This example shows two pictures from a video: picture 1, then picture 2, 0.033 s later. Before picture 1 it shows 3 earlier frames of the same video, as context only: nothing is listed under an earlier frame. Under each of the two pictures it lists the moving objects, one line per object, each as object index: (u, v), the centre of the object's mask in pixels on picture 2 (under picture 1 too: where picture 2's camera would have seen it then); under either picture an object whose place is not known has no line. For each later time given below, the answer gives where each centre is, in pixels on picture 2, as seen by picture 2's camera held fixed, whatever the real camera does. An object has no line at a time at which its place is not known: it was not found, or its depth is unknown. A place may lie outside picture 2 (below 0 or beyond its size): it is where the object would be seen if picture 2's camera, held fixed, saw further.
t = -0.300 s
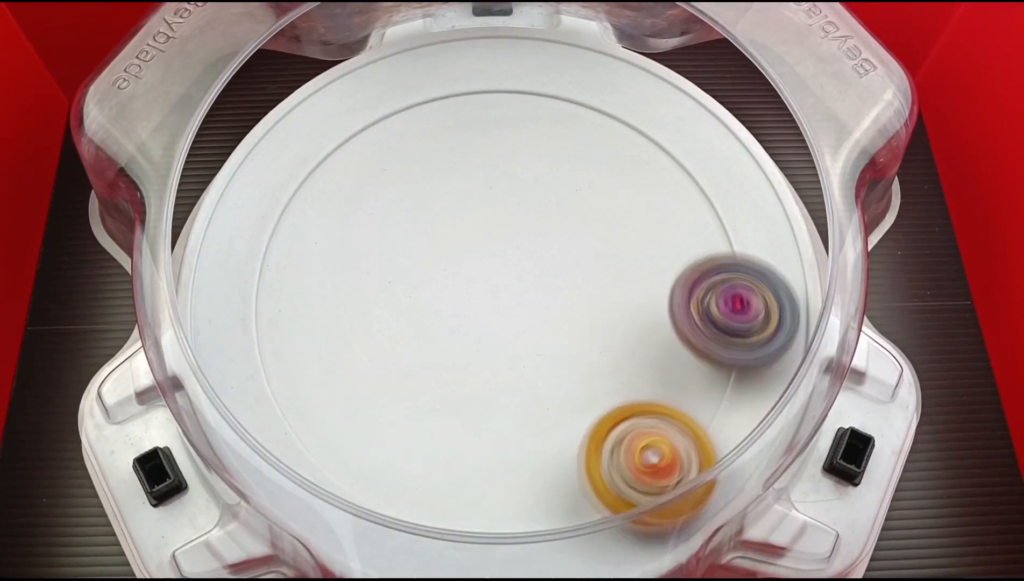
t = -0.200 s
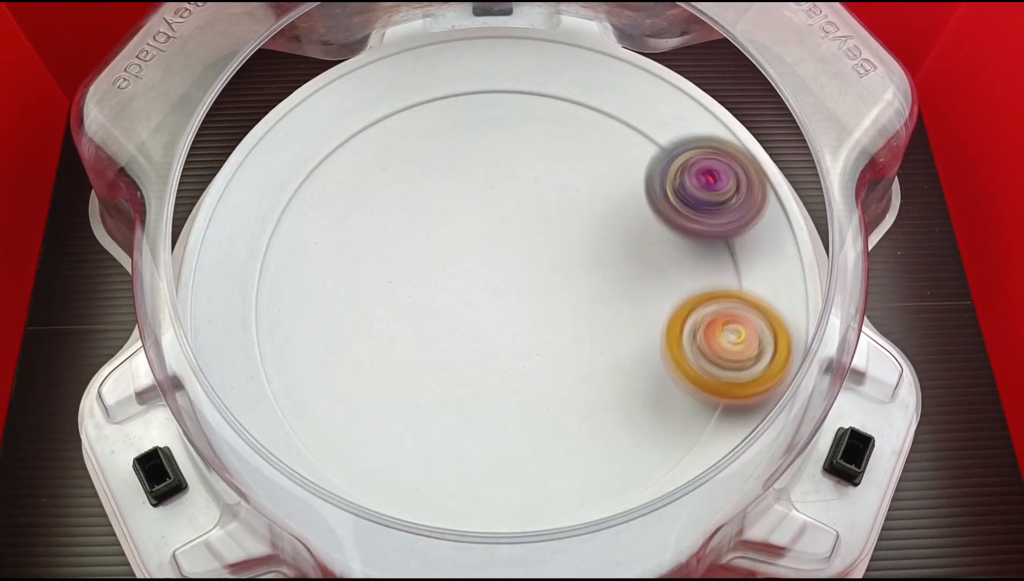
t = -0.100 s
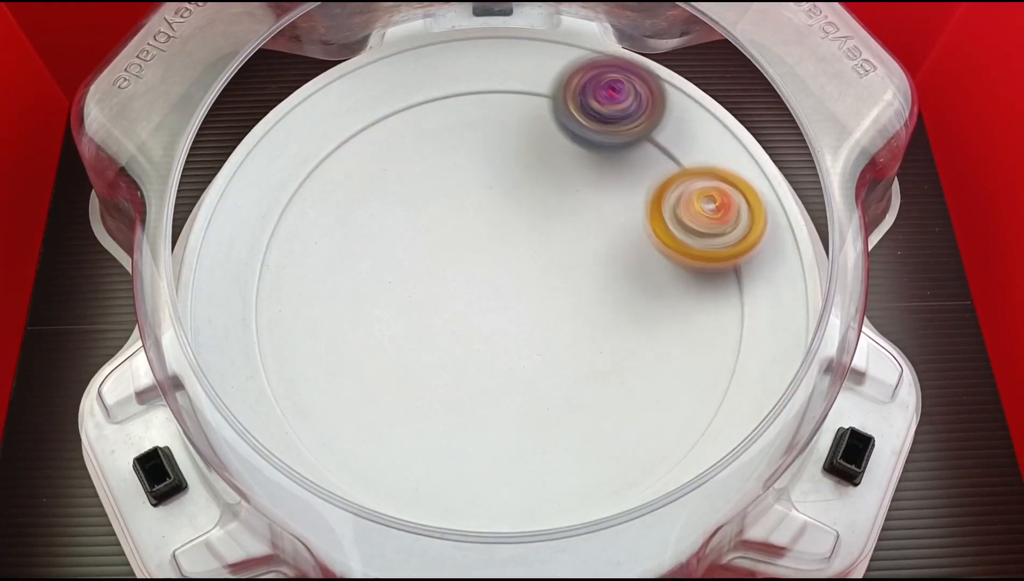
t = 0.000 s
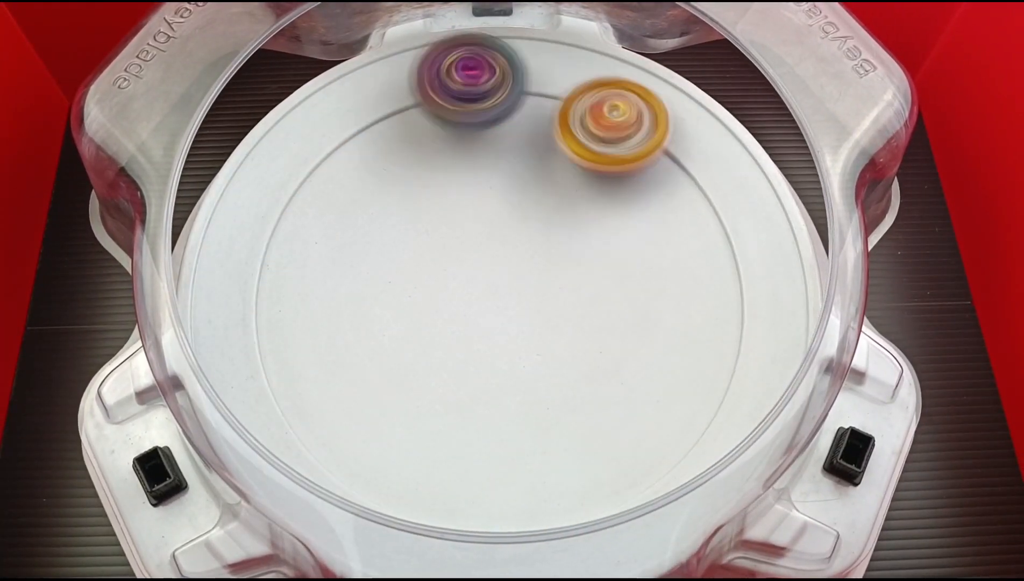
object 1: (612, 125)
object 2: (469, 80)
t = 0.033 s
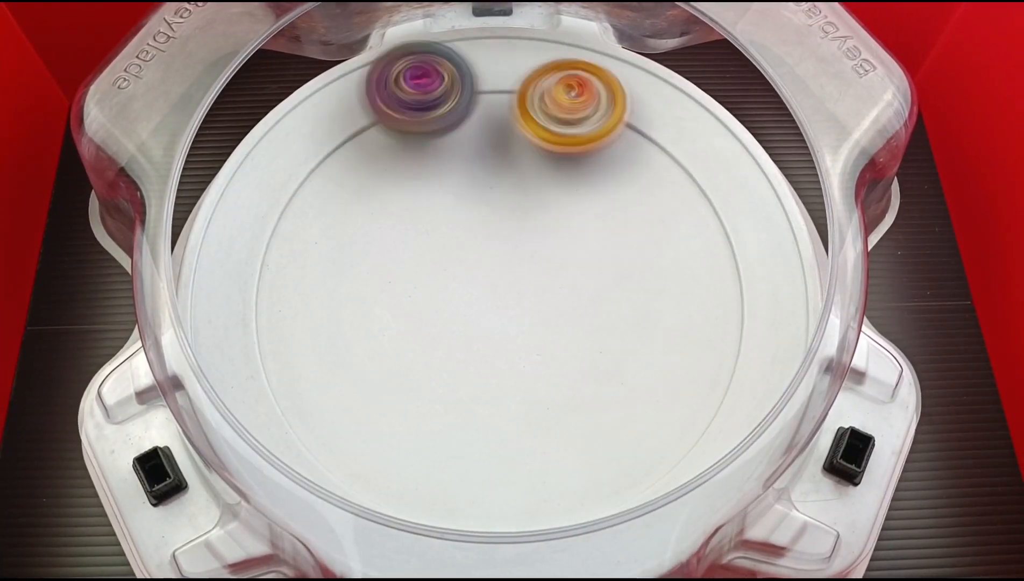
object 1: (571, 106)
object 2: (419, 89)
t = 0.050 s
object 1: (548, 99)
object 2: (397, 98)
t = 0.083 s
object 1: (501, 89)
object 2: (353, 124)
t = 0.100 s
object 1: (479, 87)
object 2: (333, 142)
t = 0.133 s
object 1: (431, 87)
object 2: (298, 181)
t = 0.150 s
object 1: (408, 89)
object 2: (284, 205)
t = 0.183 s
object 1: (366, 111)
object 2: (267, 257)
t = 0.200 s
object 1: (348, 126)
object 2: (266, 284)
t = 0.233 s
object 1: (313, 159)
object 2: (272, 339)
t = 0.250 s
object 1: (297, 176)
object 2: (281, 368)
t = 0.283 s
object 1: (270, 214)
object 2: (313, 412)
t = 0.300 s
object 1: (264, 240)
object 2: (332, 428)
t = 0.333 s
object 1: (256, 288)
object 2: (375, 456)
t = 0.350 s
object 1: (254, 311)
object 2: (396, 477)
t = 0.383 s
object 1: (270, 359)
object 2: (445, 493)
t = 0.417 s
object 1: (296, 402)
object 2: (492, 484)
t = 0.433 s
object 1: (312, 421)
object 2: (513, 484)
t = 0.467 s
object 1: (348, 452)
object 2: (556, 488)
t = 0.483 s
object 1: (365, 473)
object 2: (574, 482)
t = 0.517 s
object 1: (412, 496)
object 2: (607, 458)
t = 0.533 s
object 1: (438, 504)
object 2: (623, 447)
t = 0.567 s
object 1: (489, 507)
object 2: (650, 423)
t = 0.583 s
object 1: (514, 505)
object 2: (660, 405)
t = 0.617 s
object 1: (560, 482)
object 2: (674, 374)
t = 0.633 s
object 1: (582, 476)
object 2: (680, 358)
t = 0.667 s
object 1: (623, 456)
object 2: (683, 324)
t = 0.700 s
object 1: (660, 428)
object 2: (681, 293)
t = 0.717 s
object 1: (675, 411)
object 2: (677, 275)
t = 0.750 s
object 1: (694, 371)
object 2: (664, 246)
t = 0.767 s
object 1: (701, 350)
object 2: (658, 232)
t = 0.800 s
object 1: (707, 308)
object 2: (636, 205)
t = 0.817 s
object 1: (707, 288)
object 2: (625, 193)
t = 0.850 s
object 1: (702, 252)
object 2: (597, 170)
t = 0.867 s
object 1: (696, 234)
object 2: (584, 161)
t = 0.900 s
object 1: (678, 203)
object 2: (554, 144)
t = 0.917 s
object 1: (666, 187)
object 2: (539, 138)
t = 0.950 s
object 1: (638, 160)
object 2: (508, 128)
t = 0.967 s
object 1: (623, 148)
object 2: (494, 126)
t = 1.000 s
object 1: (589, 128)
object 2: (465, 124)
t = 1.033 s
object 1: (557, 111)
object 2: (428, 126)
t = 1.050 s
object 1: (545, 106)
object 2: (407, 130)
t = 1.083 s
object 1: (519, 98)
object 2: (362, 141)
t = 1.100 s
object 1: (505, 96)
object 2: (343, 150)
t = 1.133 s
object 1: (474, 96)
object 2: (306, 171)
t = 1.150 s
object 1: (457, 97)
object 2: (291, 185)
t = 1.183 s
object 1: (424, 105)
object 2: (280, 223)
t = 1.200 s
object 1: (406, 111)
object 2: (275, 246)
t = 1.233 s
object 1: (372, 126)
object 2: (269, 287)
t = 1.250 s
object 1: (357, 135)
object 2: (267, 308)
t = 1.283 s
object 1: (327, 159)
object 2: (272, 346)
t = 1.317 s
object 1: (304, 188)
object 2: (292, 383)
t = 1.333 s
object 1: (294, 205)
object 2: (305, 399)
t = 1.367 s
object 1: (278, 242)
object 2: (334, 426)
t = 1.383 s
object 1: (274, 263)
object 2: (349, 438)
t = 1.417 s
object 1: (270, 304)
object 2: (381, 455)
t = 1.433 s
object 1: (272, 326)
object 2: (396, 464)
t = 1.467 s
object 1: (284, 370)
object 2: (432, 469)
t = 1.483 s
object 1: (295, 389)
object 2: (450, 471)
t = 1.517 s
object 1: (323, 423)
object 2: (487, 470)
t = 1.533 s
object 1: (341, 437)
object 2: (505, 468)
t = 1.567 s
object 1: (382, 461)
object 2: (538, 457)
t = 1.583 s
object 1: (404, 469)
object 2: (552, 451)
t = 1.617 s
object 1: (449, 480)
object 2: (577, 431)
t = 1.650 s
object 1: (489, 483)
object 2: (604, 410)
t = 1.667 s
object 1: (509, 483)
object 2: (614, 396)
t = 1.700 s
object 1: (549, 476)
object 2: (632, 370)
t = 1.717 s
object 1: (568, 471)
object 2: (639, 358)
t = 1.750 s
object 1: (606, 452)
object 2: (647, 330)
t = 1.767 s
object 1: (624, 441)
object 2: (649, 317)
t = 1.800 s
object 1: (651, 423)
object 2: (651, 280)
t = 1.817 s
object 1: (661, 415)
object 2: (651, 262)
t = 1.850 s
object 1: (679, 393)
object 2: (646, 224)
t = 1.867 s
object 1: (685, 381)
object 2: (643, 207)
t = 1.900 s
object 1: (694, 352)
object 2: (629, 179)
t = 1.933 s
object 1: (698, 322)
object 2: (612, 154)
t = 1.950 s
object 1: (697, 307)
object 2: (603, 145)
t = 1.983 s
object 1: (691, 276)
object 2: (580, 128)
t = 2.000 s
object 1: (686, 259)
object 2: (569, 122)
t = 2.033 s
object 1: (669, 227)
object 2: (545, 115)
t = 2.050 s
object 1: (658, 213)
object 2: (533, 112)
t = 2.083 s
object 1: (632, 185)
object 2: (509, 112)
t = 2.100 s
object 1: (616, 173)
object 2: (497, 114)
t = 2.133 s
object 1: (595, 157)
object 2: (464, 111)
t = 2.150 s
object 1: (594, 157)
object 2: (435, 104)
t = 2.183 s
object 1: (589, 161)
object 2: (381, 101)
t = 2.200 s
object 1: (584, 163)
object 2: (361, 112)
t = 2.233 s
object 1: (572, 170)
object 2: (319, 145)
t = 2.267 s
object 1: (556, 179)
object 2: (282, 175)
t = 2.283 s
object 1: (546, 183)
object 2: (264, 194)
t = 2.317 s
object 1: (525, 193)
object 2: (235, 230)
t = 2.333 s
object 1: (516, 197)
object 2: (228, 247)
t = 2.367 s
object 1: (497, 207)
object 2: (230, 287)
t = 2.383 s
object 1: (488, 213)
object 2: (237, 306)
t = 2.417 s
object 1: (471, 226)
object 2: (257, 343)
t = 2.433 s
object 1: (465, 233)
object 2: (270, 360)
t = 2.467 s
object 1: (452, 248)
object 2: (299, 395)
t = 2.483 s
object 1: (447, 255)
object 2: (320, 412)
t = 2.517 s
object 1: (438, 273)
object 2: (359, 439)
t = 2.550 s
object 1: (433, 290)
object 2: (398, 456)
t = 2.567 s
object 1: (432, 299)
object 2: (420, 461)
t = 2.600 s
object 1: (432, 317)
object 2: (462, 468)
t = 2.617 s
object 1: (434, 325)
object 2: (483, 468)
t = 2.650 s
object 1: (439, 343)
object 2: (525, 457)
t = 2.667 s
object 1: (444, 351)
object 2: (546, 449)
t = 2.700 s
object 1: (455, 366)
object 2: (582, 428)
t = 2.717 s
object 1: (462, 373)
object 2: (597, 416)
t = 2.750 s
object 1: (478, 383)
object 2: (623, 386)
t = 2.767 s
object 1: (487, 387)
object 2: (633, 371)
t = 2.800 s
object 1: (505, 392)
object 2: (649, 339)
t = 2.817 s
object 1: (515, 392)
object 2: (653, 323)
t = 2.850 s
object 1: (533, 392)
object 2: (654, 289)
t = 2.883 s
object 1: (550, 387)
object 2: (649, 254)
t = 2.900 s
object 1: (557, 384)
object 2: (644, 239)
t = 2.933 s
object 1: (571, 376)
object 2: (628, 209)
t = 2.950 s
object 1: (578, 371)
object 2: (618, 196)
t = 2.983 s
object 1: (590, 359)
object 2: (594, 172)
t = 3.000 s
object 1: (595, 353)
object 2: (582, 161)
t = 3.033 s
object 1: (603, 339)
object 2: (556, 145)
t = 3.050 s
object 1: (605, 332)
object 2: (542, 138)
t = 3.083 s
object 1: (607, 318)
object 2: (512, 129)
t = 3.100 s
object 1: (606, 311)
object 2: (497, 125)
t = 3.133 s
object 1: (602, 298)
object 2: (469, 122)
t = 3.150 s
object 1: (599, 291)
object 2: (456, 123)
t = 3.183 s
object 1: (591, 279)
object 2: (431, 127)
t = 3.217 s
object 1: (580, 268)
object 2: (409, 136)
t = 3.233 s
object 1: (574, 264)
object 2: (399, 141)
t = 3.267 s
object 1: (559, 257)
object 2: (383, 153)
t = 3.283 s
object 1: (552, 254)
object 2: (377, 160)
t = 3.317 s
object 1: (537, 250)
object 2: (366, 176)
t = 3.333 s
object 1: (529, 249)
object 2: (363, 183)
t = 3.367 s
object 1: (511, 248)
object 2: (360, 203)
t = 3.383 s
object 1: (503, 248)
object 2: (360, 213)
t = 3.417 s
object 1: (486, 251)
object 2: (361, 235)
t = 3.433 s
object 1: (481, 254)
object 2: (360, 243)
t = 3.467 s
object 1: (482, 264)
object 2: (345, 257)
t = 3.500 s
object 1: (482, 275)
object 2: (336, 272)
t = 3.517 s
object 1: (481, 280)
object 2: (334, 278)
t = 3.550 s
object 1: (477, 292)
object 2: (332, 292)
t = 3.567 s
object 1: (475, 297)
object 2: (333, 299)
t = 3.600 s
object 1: (470, 309)
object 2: (337, 312)
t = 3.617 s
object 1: (468, 315)
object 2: (341, 319)
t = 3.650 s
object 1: (471, 326)
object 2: (342, 331)
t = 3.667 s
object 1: (474, 332)
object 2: (342, 336)
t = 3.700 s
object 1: (479, 343)
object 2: (346, 345)
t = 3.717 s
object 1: (482, 347)
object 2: (350, 350)
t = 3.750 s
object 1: (491, 356)
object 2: (356, 356)
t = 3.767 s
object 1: (496, 360)
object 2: (360, 358)
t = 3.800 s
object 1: (507, 365)
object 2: (371, 365)
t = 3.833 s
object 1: (517, 368)
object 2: (384, 369)
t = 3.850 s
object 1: (522, 368)
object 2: (390, 369)
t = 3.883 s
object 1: (534, 365)
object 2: (401, 369)
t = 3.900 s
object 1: (540, 363)
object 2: (406, 368)
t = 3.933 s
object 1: (550, 356)
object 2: (417, 364)
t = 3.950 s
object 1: (554, 352)
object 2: (422, 361)
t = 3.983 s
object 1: (564, 342)
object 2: (429, 354)
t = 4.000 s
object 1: (571, 336)
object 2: (429, 351)
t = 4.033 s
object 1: (579, 324)
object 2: (431, 344)
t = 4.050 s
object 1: (581, 317)
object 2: (432, 340)
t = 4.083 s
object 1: (582, 305)
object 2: (435, 332)
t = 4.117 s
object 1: (579, 293)
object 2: (437, 325)
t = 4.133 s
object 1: (576, 287)
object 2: (437, 320)
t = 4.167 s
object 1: (567, 277)
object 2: (438, 311)
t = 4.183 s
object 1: (562, 272)
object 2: (438, 307)
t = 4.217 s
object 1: (565, 261)
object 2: (421, 299)
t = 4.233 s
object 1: (575, 255)
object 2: (404, 296)
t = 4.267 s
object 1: (591, 243)
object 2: (374, 291)
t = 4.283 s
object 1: (597, 238)
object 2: (361, 289)
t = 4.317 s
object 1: (604, 227)
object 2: (340, 287)
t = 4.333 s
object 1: (605, 223)
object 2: (332, 287)
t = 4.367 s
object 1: (603, 214)
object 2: (320, 288)
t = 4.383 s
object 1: (600, 210)
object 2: (317, 289)
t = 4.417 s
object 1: (589, 203)
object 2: (315, 292)
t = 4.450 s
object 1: (573, 197)
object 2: (317, 296)
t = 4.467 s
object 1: (564, 196)
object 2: (320, 299)
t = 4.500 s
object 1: (545, 193)
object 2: (327, 304)
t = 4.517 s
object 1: (535, 193)
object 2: (332, 307)
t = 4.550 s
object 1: (516, 195)
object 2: (343, 311)
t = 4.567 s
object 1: (506, 197)
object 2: (349, 313)
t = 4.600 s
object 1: (488, 203)
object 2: (362, 316)
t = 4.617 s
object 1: (481, 207)
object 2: (369, 318)
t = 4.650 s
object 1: (466, 215)
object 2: (384, 320)
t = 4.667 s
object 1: (459, 220)
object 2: (392, 321)
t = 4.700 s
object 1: (453, 222)
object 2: (399, 332)
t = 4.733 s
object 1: (453, 221)
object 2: (403, 345)
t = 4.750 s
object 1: (452, 222)
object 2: (405, 351)
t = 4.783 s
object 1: (450, 227)
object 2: (411, 359)
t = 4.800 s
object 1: (449, 230)
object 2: (414, 361)
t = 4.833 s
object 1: (446, 239)
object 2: (422, 363)
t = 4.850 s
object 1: (444, 244)
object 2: (426, 362)
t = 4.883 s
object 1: (441, 251)
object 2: (434, 362)
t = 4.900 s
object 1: (445, 241)
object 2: (432, 378)
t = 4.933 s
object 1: (454, 220)
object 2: (430, 407)
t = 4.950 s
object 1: (459, 211)
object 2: (431, 419)
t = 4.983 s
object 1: (467, 196)
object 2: (433, 438)
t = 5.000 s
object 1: (471, 189)
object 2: (435, 444)
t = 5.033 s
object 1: (478, 182)
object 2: (442, 451)
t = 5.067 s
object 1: (482, 179)
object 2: (452, 451)
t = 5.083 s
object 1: (484, 179)
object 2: (458, 448)
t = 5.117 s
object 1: (485, 181)
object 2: (470, 439)
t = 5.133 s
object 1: (485, 183)
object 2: (476, 433)
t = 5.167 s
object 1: (483, 190)
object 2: (488, 420)
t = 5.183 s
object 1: (482, 193)
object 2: (493, 413)
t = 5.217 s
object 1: (477, 202)
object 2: (502, 397)
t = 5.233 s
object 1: (475, 206)
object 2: (506, 388)
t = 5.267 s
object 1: (470, 216)
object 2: (513, 370)
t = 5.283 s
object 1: (466, 221)
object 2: (516, 361)
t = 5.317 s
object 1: (462, 230)
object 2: (519, 344)
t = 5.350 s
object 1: (456, 238)
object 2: (522, 328)
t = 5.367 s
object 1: (451, 236)
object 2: (527, 328)
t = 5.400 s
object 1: (439, 230)
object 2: (537, 330)
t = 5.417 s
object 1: (435, 229)
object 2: (541, 330)
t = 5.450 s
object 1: (428, 229)
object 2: (546, 328)
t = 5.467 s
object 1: (426, 231)
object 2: (548, 325)
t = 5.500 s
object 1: (422, 237)
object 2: (549, 317)
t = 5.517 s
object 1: (422, 241)
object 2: (549, 313)
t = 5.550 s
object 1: (423, 250)
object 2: (547, 304)
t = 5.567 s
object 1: (425, 255)
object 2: (545, 300)
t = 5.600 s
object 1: (423, 262)
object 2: (549, 295)
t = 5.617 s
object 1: (418, 262)
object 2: (554, 295)
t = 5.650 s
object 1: (412, 266)
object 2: (564, 294)
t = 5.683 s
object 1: (410, 272)
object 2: (570, 293)
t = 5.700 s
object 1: (410, 276)
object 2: (571, 291)
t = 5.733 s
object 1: (413, 284)
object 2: (570, 288)
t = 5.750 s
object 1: (416, 289)
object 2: (569, 286)
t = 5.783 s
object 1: (422, 297)
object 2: (567, 283)
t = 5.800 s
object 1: (426, 302)
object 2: (566, 281)
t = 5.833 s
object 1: (434, 309)
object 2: (563, 277)
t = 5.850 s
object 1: (439, 313)
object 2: (562, 276)
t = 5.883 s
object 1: (439, 319)
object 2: (569, 272)
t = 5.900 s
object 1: (439, 322)
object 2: (573, 269)
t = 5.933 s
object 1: (439, 328)
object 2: (577, 265)
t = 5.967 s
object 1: (443, 331)
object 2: (578, 261)
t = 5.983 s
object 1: (446, 334)
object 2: (578, 259)
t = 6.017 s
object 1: (454, 336)
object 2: (575, 256)
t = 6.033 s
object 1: (459, 338)
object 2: (573, 255)
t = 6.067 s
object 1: (469, 340)
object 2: (569, 251)
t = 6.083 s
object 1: (475, 340)
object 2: (566, 250)
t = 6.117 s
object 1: (480, 342)
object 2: (566, 246)
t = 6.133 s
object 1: (482, 342)
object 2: (566, 244)
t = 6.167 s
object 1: (488, 343)
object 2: (565, 240)
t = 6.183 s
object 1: (492, 343)
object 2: (563, 239)
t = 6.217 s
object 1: (494, 344)
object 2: (563, 233)
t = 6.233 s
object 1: (487, 355)
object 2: (570, 221)
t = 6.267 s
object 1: (475, 372)
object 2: (582, 201)
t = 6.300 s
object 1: (465, 384)
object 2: (588, 186)
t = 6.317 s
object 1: (461, 389)
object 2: (590, 180)
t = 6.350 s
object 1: (458, 396)
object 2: (589, 171)
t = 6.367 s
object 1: (457, 398)
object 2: (586, 169)
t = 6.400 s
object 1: (458, 401)
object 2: (580, 166)
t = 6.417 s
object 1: (461, 403)
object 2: (576, 166)
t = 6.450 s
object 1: (468, 402)
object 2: (567, 167)
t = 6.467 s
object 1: (471, 402)
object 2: (562, 168)
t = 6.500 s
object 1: (479, 399)
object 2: (551, 172)
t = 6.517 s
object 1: (484, 396)
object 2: (546, 175)
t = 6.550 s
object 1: (492, 392)
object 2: (537, 181)
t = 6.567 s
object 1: (497, 390)
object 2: (532, 184)
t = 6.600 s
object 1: (506, 385)
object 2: (522, 191)
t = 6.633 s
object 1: (514, 380)
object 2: (513, 200)
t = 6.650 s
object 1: (517, 377)
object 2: (510, 205)
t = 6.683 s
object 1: (524, 370)
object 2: (503, 214)
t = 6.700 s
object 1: (526, 366)
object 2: (500, 218)
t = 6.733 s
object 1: (531, 357)
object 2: (495, 228)
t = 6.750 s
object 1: (531, 353)
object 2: (492, 233)
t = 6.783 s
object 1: (536, 363)
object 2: (488, 221)
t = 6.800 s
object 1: (539, 376)
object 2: (485, 208)
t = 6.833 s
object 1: (543, 397)
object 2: (478, 182)
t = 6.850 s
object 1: (545, 407)
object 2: (475, 172)
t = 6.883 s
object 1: (546, 418)
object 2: (472, 155)
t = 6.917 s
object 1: (547, 423)
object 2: (468, 144)
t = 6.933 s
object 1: (548, 423)
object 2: (466, 142)
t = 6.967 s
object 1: (548, 420)
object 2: (465, 141)
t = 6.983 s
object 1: (548, 416)
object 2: (464, 142)
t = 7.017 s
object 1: (549, 406)
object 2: (461, 148)
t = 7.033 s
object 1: (550, 402)
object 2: (460, 152)
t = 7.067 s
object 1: (550, 389)
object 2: (460, 162)
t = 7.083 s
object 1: (552, 383)
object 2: (459, 167)
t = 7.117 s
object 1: (551, 370)
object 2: (457, 177)
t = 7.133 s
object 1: (550, 363)
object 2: (457, 184)
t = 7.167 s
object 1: (548, 350)
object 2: (458, 196)
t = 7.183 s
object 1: (545, 344)
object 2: (459, 201)
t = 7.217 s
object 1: (541, 332)
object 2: (458, 212)
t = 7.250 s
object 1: (534, 321)
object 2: (461, 224)
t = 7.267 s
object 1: (537, 327)
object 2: (455, 217)
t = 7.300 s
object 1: (542, 336)
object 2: (445, 207)
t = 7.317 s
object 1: (542, 339)
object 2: (441, 204)
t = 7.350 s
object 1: (543, 341)
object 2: (435, 200)
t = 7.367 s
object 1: (541, 342)
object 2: (433, 199)
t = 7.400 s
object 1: (538, 340)
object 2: (430, 201)
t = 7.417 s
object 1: (536, 338)
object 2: (430, 203)
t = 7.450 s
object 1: (531, 332)
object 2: (430, 207)
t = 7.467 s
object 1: (529, 328)
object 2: (430, 210)
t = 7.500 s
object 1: (524, 321)
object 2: (432, 217)
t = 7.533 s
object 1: (516, 313)
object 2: (434, 223)
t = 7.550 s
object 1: (520, 319)
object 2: (430, 216)
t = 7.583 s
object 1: (527, 334)
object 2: (422, 198)
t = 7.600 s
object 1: (530, 340)
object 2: (417, 191)
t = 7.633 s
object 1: (534, 349)
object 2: (414, 182)
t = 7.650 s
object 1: (535, 351)
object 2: (412, 179)
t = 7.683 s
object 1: (536, 354)
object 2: (409, 177)
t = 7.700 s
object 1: (535, 353)
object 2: (409, 177)
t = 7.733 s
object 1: (534, 350)
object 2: (408, 179)
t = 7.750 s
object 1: (532, 347)
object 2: (408, 182)
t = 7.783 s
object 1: (530, 340)
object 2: (410, 187)
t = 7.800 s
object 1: (528, 336)
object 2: (410, 189)
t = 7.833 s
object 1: (525, 327)
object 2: (412, 197)
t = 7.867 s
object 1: (521, 319)
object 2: (413, 203)
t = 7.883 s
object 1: (519, 314)
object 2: (415, 207)
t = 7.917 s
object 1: (514, 306)
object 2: (419, 214)
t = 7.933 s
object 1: (511, 301)
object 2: (420, 217)
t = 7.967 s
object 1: (516, 308)
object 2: (416, 210)
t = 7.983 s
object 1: (519, 309)
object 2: (414, 206)
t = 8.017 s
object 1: (522, 315)
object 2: (411, 203)
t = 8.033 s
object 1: (523, 315)
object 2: (412, 202)
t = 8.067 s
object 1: (523, 316)
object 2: (412, 202)
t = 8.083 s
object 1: (523, 315)
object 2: (413, 205)
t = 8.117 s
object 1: (521, 313)
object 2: (416, 207)
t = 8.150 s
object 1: (517, 307)
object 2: (420, 212)
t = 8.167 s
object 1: (516, 305)
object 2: (422, 214)
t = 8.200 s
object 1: (515, 304)
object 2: (423, 214)
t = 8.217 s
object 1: (523, 310)
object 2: (418, 207)
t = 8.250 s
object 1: (534, 321)
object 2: (410, 196)
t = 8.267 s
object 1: (540, 326)
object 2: (408, 193)
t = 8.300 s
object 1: (547, 331)
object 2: (406, 188)
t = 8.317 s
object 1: (550, 333)
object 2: (405, 188)
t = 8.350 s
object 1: (554, 334)
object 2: (407, 189)
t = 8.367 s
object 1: (555, 332)
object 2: (407, 190)
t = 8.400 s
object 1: (558, 329)
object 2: (410, 195)
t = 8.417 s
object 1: (559, 325)
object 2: (412, 197)
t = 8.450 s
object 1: (560, 320)
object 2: (417, 203)
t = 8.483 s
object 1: (559, 312)
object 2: (422, 208)
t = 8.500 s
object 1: (559, 308)
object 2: (425, 212)
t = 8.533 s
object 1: (557, 302)
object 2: (432, 218)
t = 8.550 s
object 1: (556, 297)
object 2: (436, 223)
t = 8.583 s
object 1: (553, 291)
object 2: (444, 229)
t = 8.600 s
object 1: (559, 293)
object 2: (439, 224)
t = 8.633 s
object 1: (573, 301)
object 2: (429, 214)
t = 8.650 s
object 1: (578, 305)
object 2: (424, 211)
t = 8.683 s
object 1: (586, 309)
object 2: (420, 207)
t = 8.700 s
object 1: (588, 311)
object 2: (419, 206)
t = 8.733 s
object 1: (591, 312)
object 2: (419, 207)
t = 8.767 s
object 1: (589, 310)
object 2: (420, 209)
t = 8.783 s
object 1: (588, 308)
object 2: (421, 211)
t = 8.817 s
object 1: (584, 304)
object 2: (424, 215)
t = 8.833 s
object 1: (583, 301)
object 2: (427, 217)
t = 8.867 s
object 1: (578, 296)
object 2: (432, 222)
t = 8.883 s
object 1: (576, 293)
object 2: (435, 225)
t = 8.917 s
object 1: (570, 288)
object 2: (440, 230)
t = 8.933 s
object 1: (568, 286)
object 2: (444, 233)
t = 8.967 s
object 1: (564, 284)
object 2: (445, 236)
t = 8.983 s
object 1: (565, 284)
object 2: (444, 235)
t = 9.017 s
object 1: (566, 286)
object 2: (441, 235)
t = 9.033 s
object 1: (564, 286)
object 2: (441, 235)
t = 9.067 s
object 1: (558, 286)
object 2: (442, 237)
